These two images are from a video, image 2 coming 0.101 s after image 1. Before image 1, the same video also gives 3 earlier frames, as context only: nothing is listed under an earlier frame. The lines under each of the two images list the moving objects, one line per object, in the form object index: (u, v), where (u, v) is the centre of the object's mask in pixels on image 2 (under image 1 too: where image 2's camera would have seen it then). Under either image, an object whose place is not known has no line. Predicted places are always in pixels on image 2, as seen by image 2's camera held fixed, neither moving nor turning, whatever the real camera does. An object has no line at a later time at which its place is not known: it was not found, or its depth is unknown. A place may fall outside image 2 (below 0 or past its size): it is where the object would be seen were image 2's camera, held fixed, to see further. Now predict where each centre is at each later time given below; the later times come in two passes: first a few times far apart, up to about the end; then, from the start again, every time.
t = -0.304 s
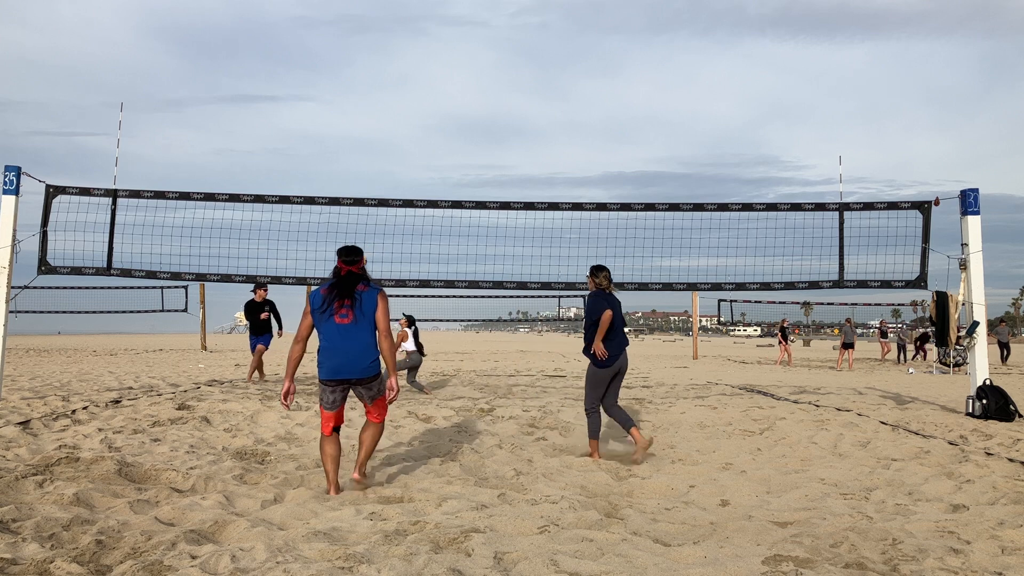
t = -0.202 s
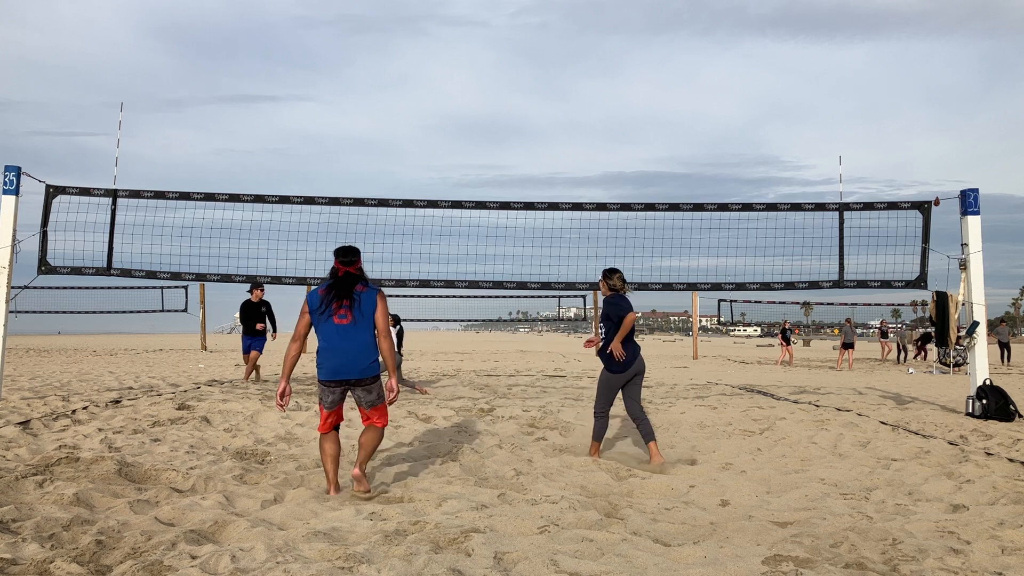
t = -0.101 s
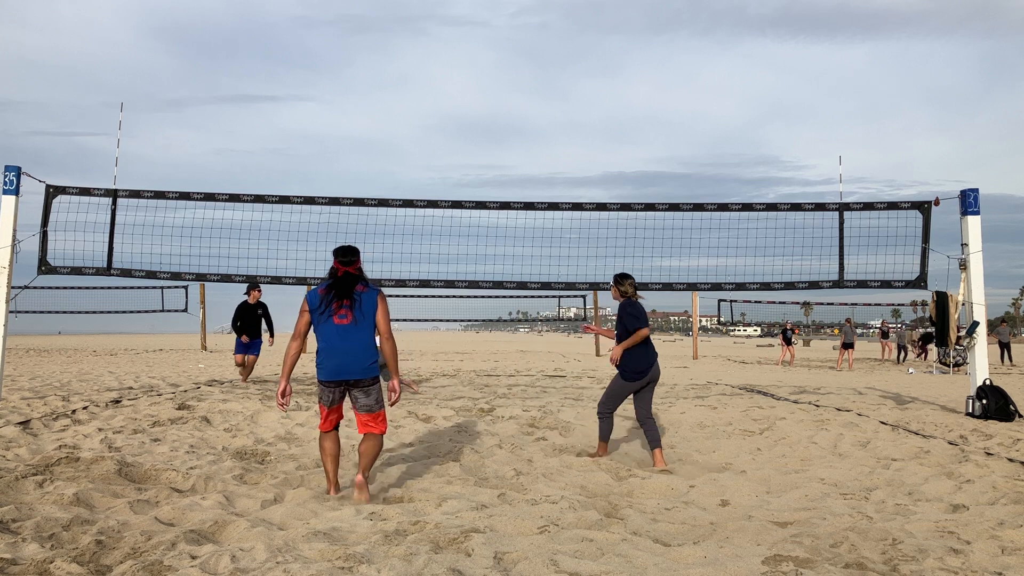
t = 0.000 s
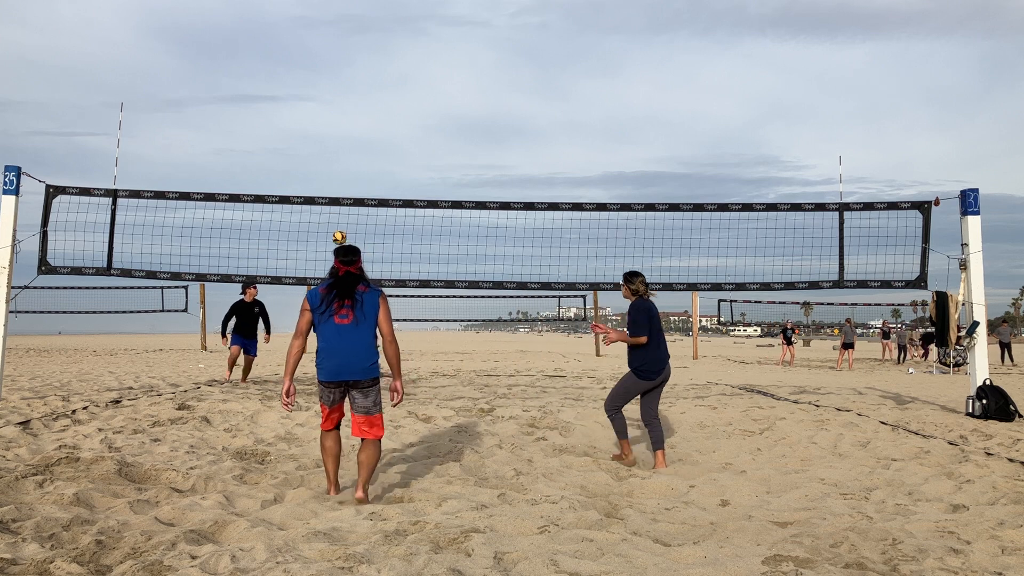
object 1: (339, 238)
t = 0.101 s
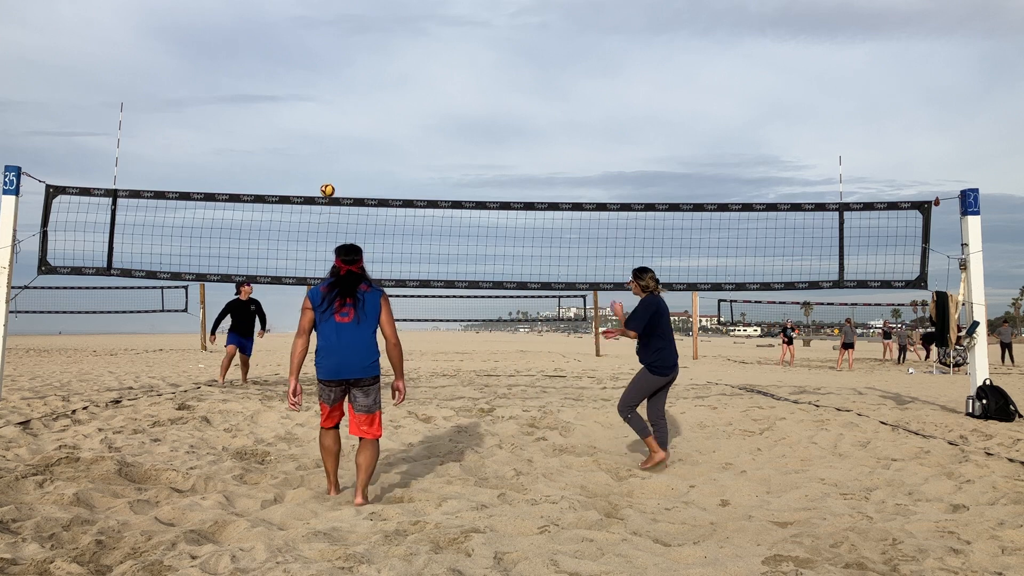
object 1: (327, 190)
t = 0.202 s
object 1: (315, 149)
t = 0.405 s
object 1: (292, 86)
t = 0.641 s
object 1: (266, 46)
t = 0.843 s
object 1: (244, 42)
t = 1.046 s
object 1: (222, 65)
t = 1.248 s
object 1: (198, 117)
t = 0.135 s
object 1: (323, 176)
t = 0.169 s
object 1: (319, 162)
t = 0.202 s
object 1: (315, 149)
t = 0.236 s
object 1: (312, 137)
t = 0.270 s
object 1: (308, 125)
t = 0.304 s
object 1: (304, 114)
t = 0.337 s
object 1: (300, 104)
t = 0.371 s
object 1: (296, 95)
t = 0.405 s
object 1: (292, 86)
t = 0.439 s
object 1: (289, 78)
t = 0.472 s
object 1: (285, 71)
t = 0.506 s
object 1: (281, 65)
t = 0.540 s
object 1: (278, 59)
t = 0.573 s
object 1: (274, 54)
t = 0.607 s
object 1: (270, 50)
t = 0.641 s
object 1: (266, 46)
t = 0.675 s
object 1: (263, 43)
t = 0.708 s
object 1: (259, 42)
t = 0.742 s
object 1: (255, 40)
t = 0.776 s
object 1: (252, 40)
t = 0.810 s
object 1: (248, 40)
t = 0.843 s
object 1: (244, 42)
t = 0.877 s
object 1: (240, 43)
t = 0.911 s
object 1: (237, 46)
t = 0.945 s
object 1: (233, 50)
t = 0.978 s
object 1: (229, 54)
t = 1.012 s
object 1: (225, 59)
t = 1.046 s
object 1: (222, 65)
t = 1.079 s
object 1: (218, 72)
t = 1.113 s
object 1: (214, 79)
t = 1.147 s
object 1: (210, 87)
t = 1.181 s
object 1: (206, 96)
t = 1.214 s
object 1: (202, 106)
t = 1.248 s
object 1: (198, 117)
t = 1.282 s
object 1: (194, 128)
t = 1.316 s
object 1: (190, 140)
